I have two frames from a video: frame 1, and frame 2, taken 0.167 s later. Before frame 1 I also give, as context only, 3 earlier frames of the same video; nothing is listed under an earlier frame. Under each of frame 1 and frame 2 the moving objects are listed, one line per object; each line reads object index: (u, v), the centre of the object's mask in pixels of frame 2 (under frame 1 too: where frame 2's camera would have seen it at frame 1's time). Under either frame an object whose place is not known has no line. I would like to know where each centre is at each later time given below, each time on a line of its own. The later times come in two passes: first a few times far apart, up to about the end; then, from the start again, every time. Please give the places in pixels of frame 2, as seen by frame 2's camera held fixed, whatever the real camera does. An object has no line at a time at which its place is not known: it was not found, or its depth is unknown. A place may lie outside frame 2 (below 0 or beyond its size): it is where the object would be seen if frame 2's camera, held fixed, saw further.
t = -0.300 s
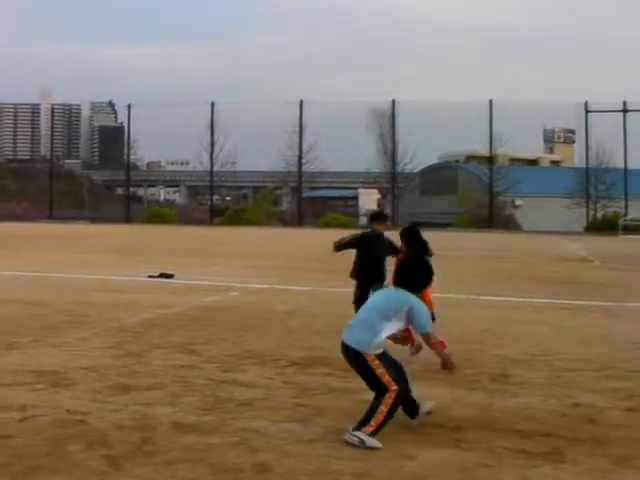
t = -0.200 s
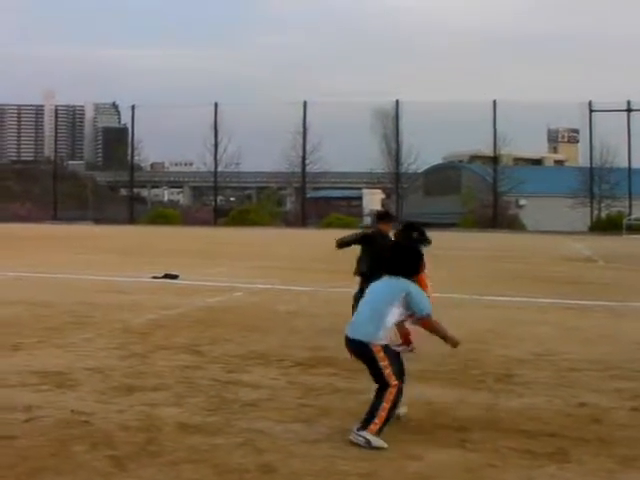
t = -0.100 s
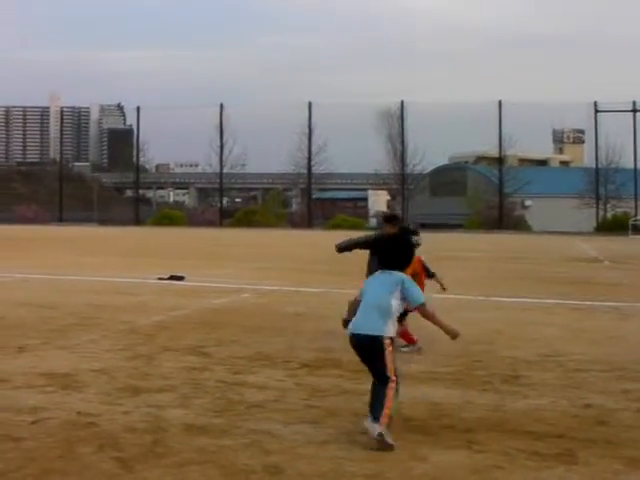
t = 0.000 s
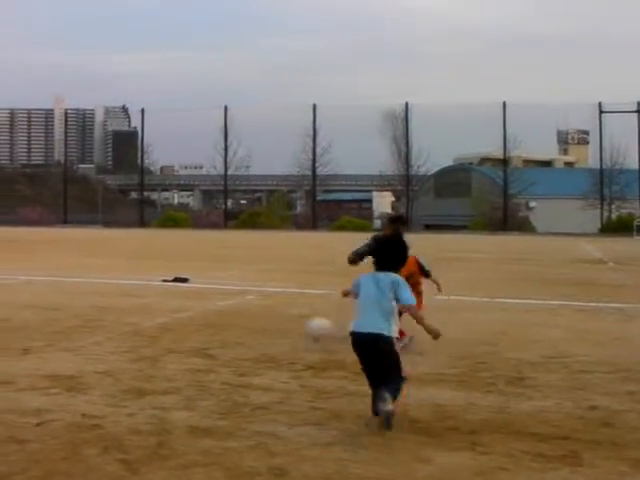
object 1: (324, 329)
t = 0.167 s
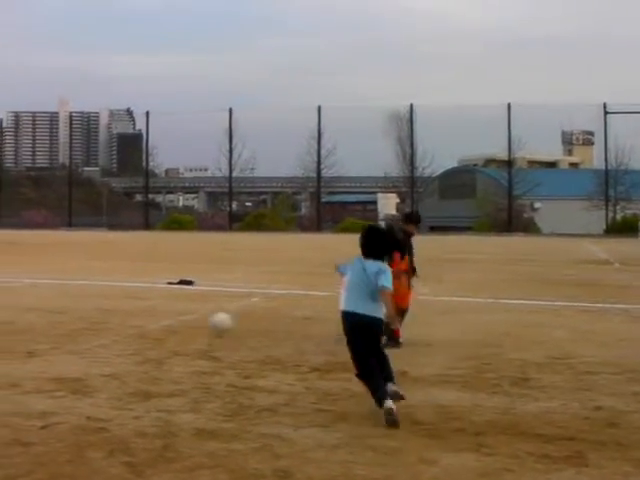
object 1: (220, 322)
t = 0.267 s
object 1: (170, 322)
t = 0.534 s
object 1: (67, 316)
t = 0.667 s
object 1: (30, 310)
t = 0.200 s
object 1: (201, 322)
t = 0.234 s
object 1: (184, 324)
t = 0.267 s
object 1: (170, 322)
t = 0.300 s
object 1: (156, 317)
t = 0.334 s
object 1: (139, 316)
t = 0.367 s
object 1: (127, 316)
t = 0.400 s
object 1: (113, 317)
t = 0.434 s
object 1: (100, 318)
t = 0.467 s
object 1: (88, 318)
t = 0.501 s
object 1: (77, 316)
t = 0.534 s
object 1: (67, 316)
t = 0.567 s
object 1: (56, 315)
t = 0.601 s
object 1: (47, 312)
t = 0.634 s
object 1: (39, 311)
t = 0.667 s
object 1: (30, 310)
